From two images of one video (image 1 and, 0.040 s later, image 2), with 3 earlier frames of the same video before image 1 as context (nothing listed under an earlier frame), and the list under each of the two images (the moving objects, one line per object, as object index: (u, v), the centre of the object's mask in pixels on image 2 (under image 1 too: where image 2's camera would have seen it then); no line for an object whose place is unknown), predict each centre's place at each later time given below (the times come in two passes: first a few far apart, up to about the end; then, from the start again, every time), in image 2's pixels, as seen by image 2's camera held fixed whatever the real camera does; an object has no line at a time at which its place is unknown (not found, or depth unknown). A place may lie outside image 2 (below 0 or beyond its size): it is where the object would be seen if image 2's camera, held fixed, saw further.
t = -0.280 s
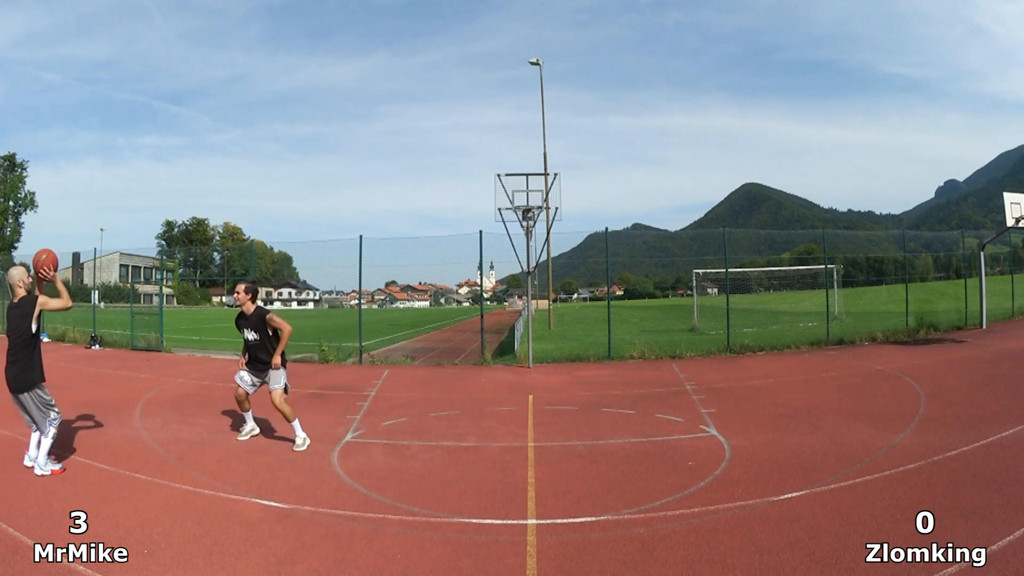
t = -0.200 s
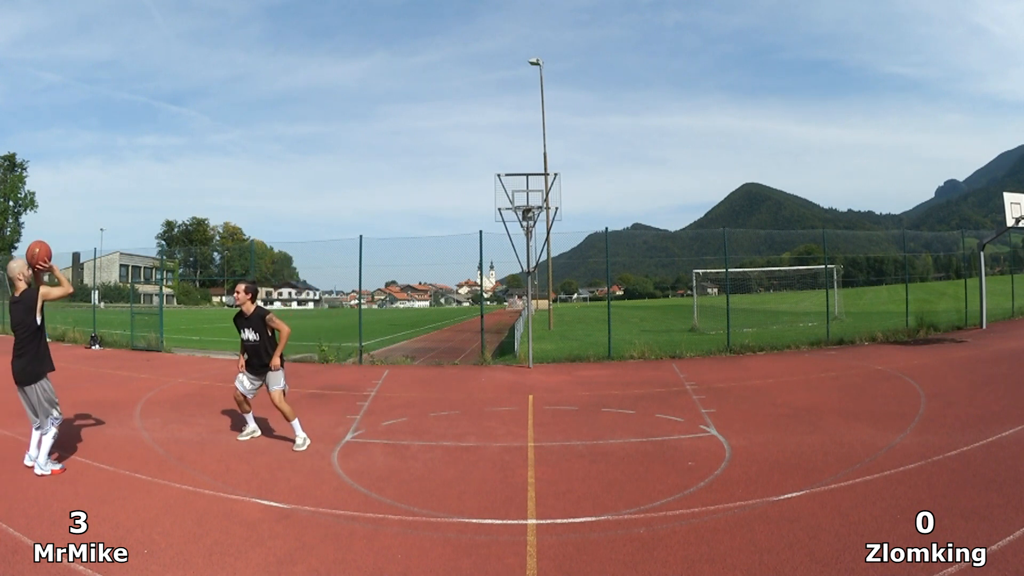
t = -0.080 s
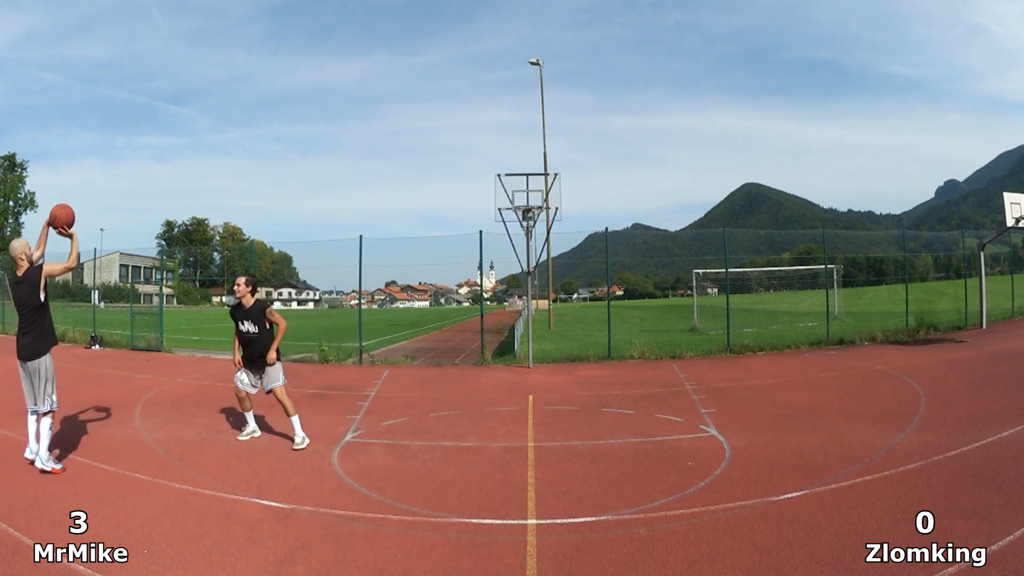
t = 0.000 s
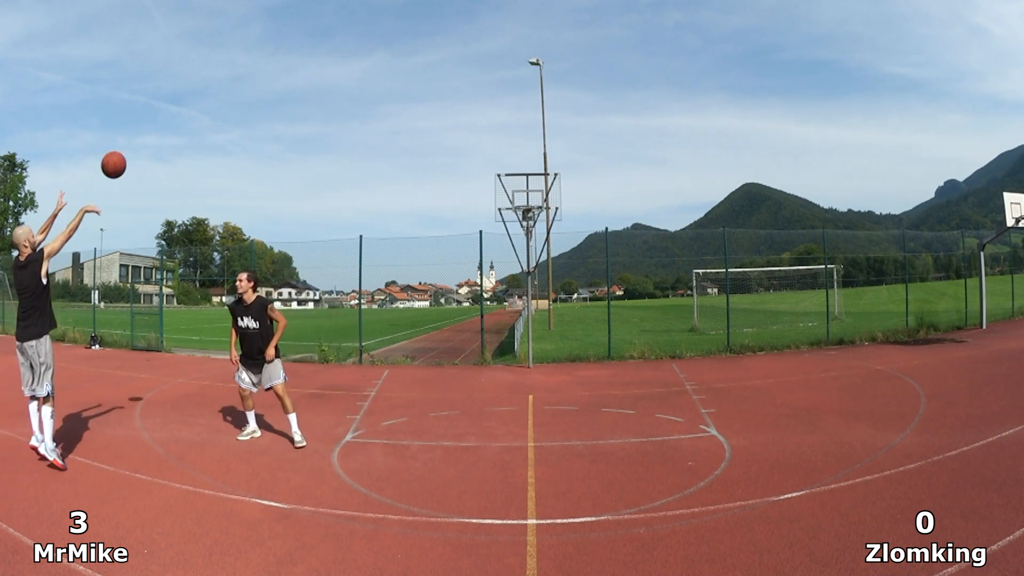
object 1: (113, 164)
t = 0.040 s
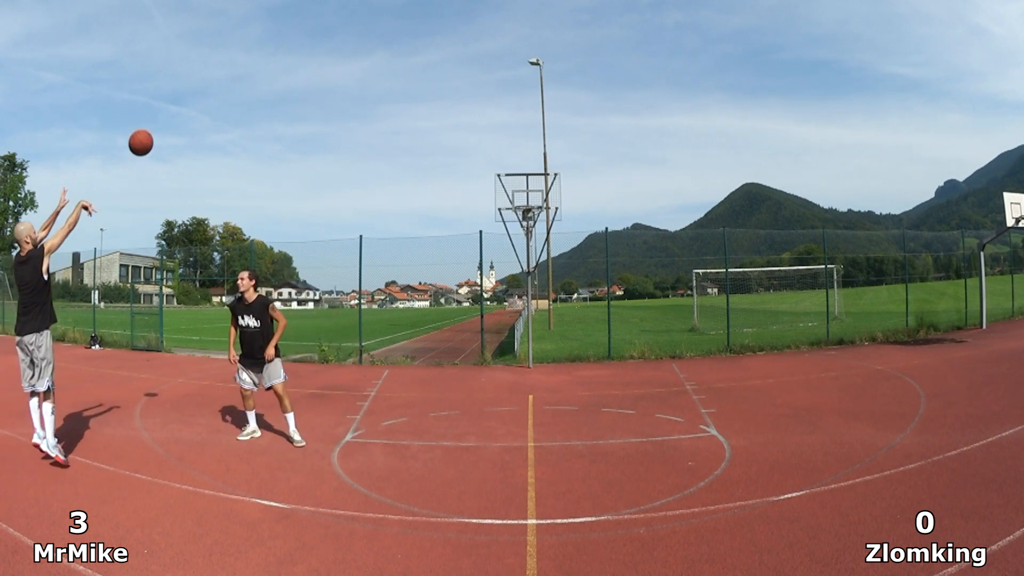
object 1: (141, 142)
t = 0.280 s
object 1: (279, 71)
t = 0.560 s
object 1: (388, 72)
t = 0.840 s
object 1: (465, 121)
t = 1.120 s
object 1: (522, 200)
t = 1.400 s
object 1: (533, 185)
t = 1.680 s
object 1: (532, 191)
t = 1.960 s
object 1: (537, 193)
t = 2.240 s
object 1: (542, 197)
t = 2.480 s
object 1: (548, 205)
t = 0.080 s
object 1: (167, 124)
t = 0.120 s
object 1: (192, 108)
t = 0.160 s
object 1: (215, 96)
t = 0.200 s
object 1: (238, 85)
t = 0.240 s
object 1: (259, 77)
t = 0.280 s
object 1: (279, 71)
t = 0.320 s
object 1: (297, 67)
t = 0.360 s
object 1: (315, 65)
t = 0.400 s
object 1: (331, 64)
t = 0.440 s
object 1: (347, 64)
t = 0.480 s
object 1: (361, 66)
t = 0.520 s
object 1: (375, 68)
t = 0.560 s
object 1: (388, 72)
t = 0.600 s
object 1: (401, 77)
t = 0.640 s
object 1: (413, 82)
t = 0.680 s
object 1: (424, 89)
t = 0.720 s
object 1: (435, 96)
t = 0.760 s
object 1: (445, 103)
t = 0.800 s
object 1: (456, 112)
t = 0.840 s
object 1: (465, 121)
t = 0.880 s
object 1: (475, 131)
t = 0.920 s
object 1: (483, 142)
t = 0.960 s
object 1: (492, 153)
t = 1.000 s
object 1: (500, 164)
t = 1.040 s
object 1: (508, 176)
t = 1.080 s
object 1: (516, 189)
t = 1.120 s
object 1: (522, 200)
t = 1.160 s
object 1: (528, 200)
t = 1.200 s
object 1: (533, 201)
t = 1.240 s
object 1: (534, 198)
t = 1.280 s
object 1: (533, 194)
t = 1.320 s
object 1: (533, 190)
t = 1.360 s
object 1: (533, 187)
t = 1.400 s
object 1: (533, 185)
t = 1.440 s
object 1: (533, 183)
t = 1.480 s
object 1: (533, 182)
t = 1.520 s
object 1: (532, 182)
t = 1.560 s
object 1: (532, 184)
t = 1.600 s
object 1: (533, 185)
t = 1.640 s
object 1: (533, 188)
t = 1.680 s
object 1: (532, 191)
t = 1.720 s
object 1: (532, 196)
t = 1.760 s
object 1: (532, 200)
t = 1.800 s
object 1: (533, 198)
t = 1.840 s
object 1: (534, 195)
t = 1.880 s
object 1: (535, 194)
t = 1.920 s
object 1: (536, 193)
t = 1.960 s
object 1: (537, 193)
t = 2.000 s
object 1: (538, 194)
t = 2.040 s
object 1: (539, 195)
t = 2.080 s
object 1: (540, 197)
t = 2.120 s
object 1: (541, 198)
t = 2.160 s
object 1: (541, 197)
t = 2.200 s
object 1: (541, 197)
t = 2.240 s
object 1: (542, 197)
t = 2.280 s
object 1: (542, 198)
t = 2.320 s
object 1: (543, 198)
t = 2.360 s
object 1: (544, 199)
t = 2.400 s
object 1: (545, 200)
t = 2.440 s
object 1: (547, 202)
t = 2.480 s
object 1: (548, 205)
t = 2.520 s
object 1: (550, 208)
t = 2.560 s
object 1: (551, 213)
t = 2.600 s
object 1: (553, 219)
